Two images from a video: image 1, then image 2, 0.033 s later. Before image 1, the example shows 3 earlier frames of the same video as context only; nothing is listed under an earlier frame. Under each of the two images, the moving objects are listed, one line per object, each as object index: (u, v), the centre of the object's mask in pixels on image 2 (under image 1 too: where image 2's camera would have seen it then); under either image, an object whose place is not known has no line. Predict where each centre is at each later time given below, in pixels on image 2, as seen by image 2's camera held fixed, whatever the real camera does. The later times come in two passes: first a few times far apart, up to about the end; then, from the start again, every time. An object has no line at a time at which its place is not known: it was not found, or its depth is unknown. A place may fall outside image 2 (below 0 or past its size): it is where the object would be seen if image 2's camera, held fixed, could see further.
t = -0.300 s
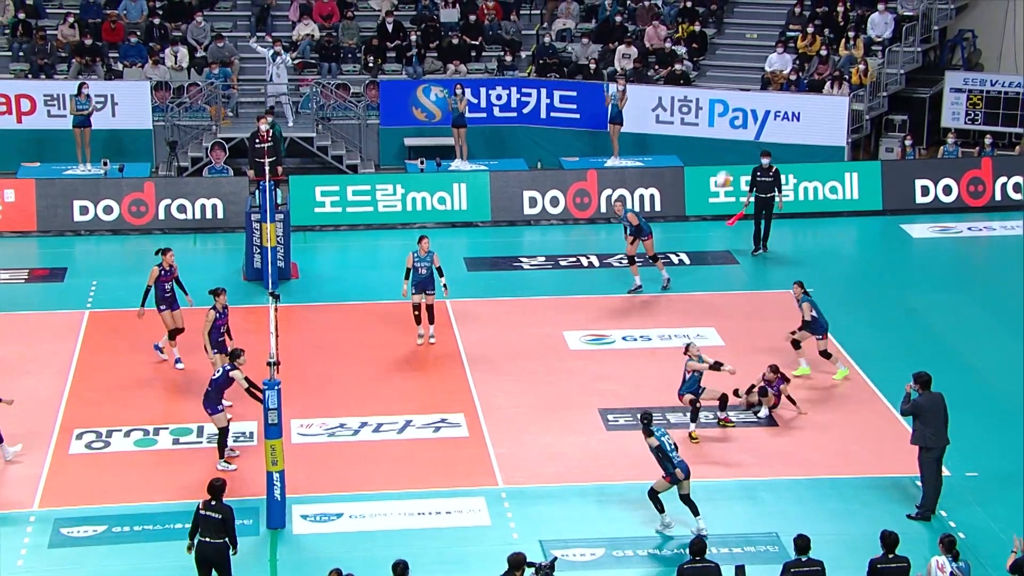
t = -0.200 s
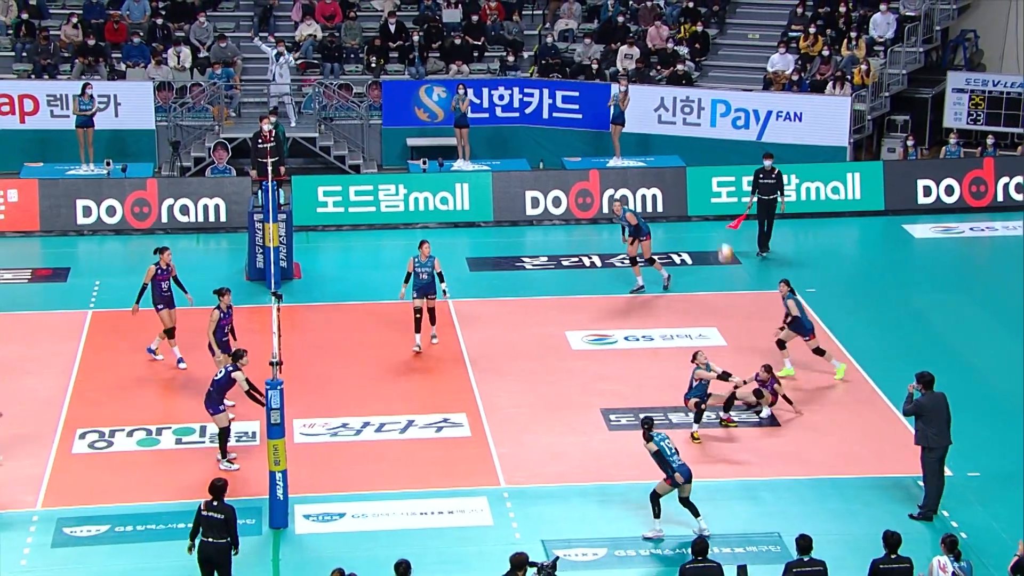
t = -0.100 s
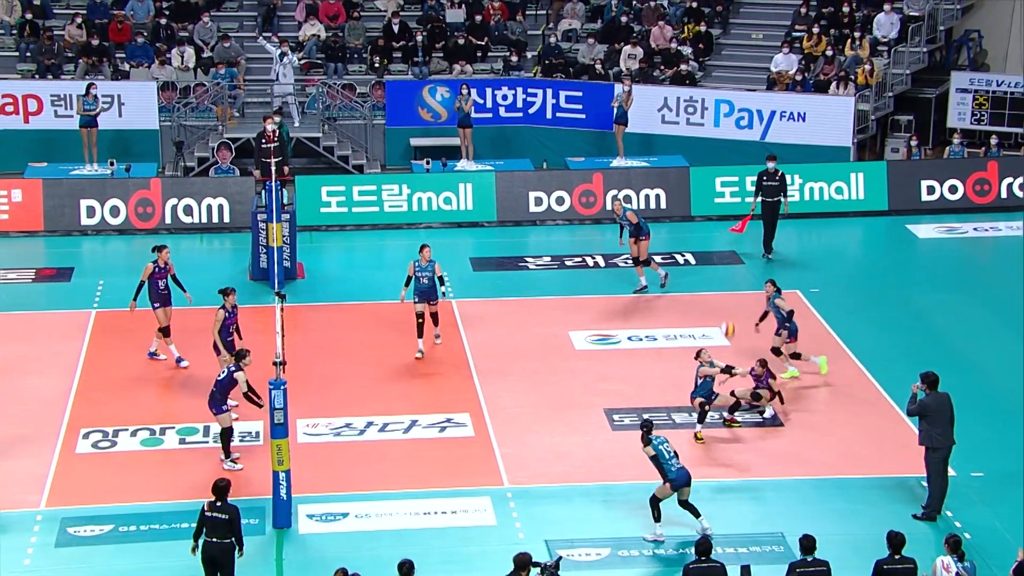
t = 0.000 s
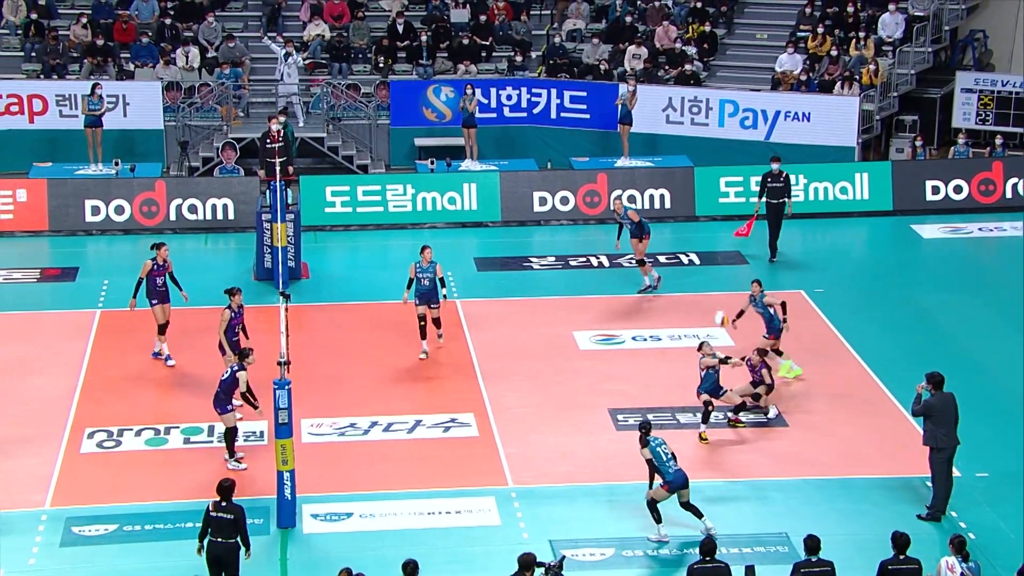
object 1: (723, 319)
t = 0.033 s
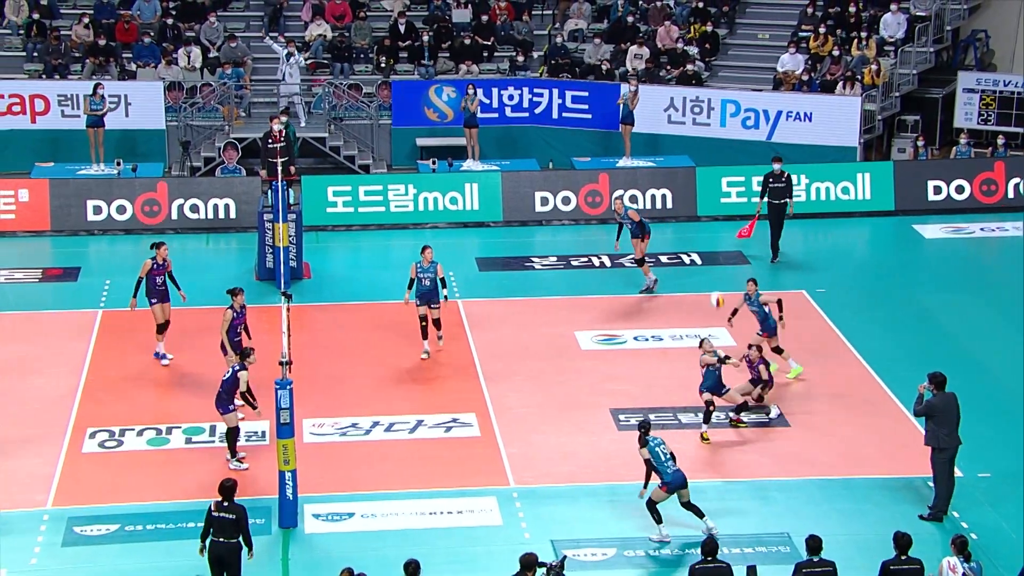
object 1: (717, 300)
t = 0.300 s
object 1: (671, 170)
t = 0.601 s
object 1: (622, 85)
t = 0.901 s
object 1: (572, 66)
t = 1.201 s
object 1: (522, 113)
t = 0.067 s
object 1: (711, 281)
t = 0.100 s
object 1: (705, 263)
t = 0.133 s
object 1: (699, 245)
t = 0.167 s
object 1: (693, 229)
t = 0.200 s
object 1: (688, 213)
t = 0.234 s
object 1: (682, 197)
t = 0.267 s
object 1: (676, 184)
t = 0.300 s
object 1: (671, 170)
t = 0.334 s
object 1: (665, 157)
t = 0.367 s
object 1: (659, 146)
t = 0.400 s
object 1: (654, 135)
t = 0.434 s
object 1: (649, 124)
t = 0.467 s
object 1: (644, 115)
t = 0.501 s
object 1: (639, 106)
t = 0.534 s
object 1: (633, 98)
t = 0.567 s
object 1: (627, 91)
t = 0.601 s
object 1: (622, 85)
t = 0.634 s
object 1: (617, 79)
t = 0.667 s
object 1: (611, 74)
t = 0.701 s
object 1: (606, 71)
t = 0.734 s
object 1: (600, 68)
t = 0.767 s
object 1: (595, 66)
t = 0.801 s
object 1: (589, 65)
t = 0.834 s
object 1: (583, 65)
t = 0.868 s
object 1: (577, 65)
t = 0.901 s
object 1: (572, 66)
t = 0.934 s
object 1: (567, 68)
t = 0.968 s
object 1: (561, 71)
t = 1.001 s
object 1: (555, 74)
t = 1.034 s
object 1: (550, 79)
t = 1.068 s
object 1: (544, 83)
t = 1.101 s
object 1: (539, 89)
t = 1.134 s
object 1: (534, 97)
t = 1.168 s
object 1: (528, 104)
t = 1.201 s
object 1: (522, 113)
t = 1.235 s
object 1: (517, 121)
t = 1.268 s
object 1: (511, 132)
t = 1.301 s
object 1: (506, 142)
